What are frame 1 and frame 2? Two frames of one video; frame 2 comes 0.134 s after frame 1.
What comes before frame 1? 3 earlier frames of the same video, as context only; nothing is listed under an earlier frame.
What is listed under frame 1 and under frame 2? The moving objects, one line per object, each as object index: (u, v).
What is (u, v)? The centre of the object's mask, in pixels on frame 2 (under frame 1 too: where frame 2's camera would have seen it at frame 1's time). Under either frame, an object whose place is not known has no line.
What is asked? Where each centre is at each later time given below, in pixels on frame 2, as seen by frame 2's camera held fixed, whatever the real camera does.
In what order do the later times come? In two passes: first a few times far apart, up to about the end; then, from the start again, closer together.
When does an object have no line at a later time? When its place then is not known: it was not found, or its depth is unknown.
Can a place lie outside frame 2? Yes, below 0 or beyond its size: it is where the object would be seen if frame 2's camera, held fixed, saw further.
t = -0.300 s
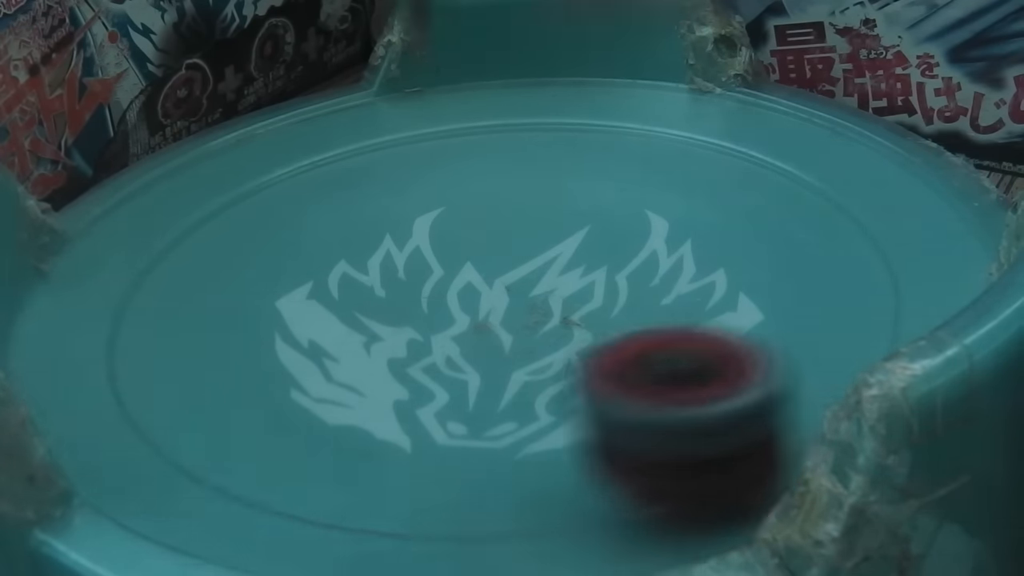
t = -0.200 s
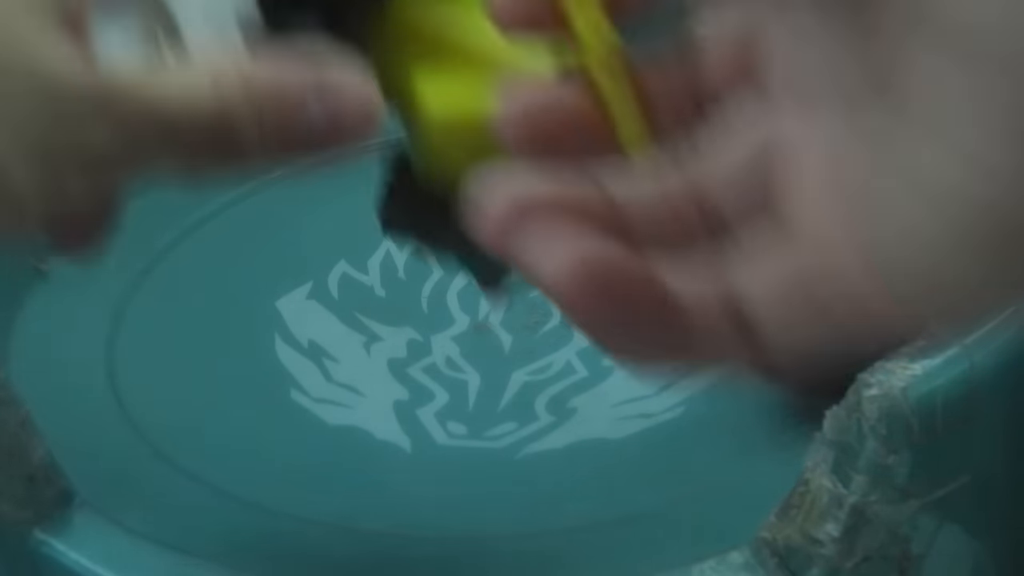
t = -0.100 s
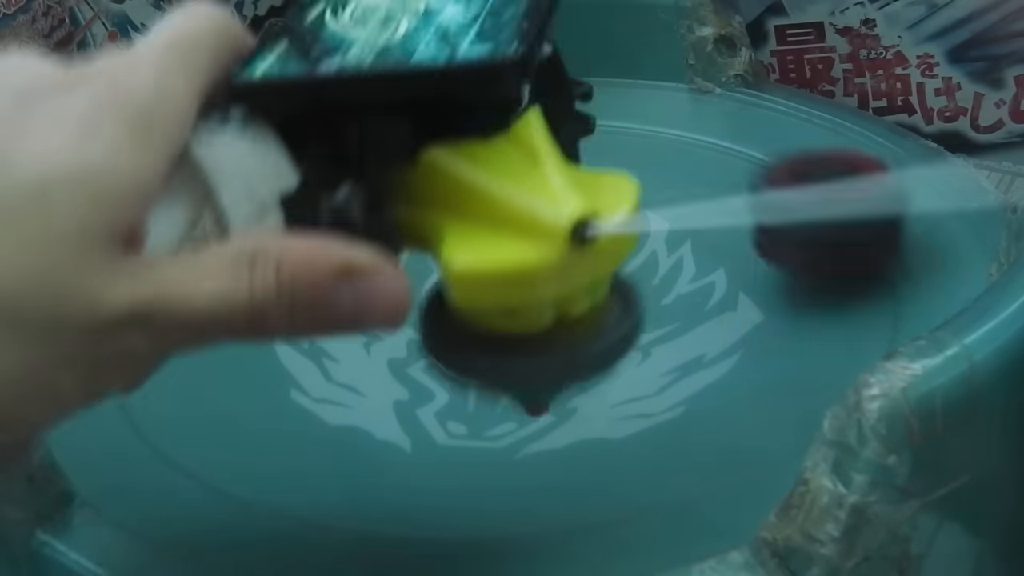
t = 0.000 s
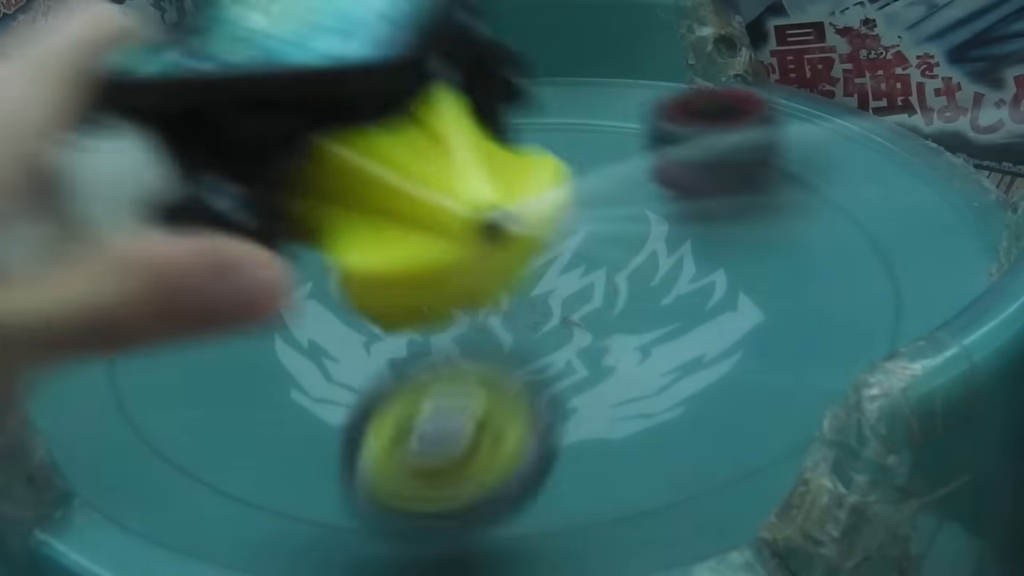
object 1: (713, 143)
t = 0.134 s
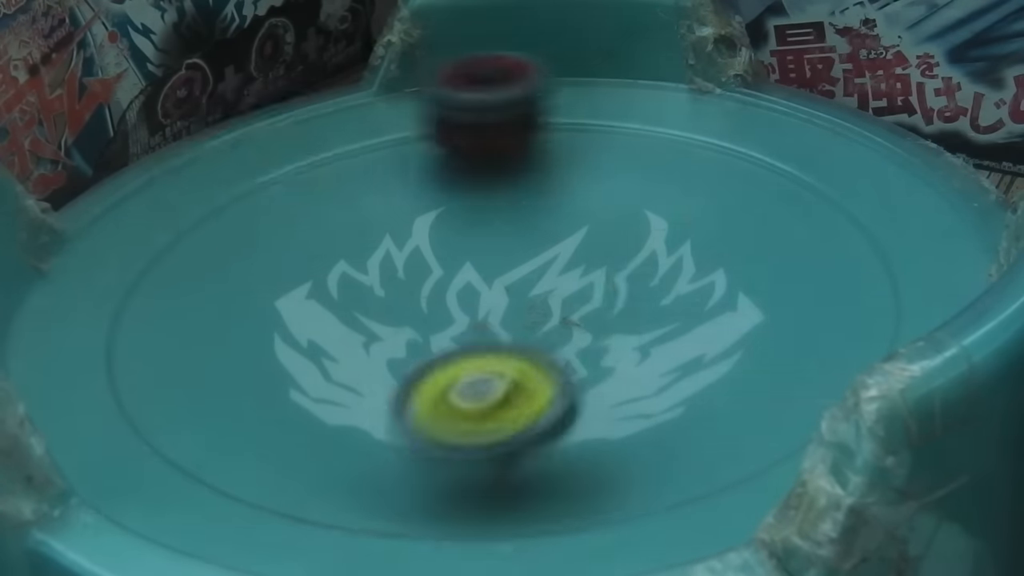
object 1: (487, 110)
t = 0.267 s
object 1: (261, 147)
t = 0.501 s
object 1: (144, 375)
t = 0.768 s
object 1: (760, 349)
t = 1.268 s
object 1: (357, 121)
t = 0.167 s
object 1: (426, 111)
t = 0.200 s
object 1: (366, 115)
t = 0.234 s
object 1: (309, 121)
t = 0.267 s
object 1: (261, 147)
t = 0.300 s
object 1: (215, 170)
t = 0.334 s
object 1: (170, 196)
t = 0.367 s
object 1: (141, 228)
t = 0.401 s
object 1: (118, 262)
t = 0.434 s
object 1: (111, 299)
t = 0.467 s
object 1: (116, 337)
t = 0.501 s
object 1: (144, 375)
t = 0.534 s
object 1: (193, 406)
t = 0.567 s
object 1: (264, 431)
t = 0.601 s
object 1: (350, 445)
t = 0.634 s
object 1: (446, 446)
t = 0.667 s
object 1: (541, 435)
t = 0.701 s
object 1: (629, 414)
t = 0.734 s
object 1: (704, 384)
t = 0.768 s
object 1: (760, 349)
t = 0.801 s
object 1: (797, 312)
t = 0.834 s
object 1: (818, 275)
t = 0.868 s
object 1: (823, 239)
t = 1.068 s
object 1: (649, 84)
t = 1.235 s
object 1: (408, 111)
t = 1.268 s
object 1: (357, 121)
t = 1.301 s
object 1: (308, 137)
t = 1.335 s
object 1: (265, 156)
